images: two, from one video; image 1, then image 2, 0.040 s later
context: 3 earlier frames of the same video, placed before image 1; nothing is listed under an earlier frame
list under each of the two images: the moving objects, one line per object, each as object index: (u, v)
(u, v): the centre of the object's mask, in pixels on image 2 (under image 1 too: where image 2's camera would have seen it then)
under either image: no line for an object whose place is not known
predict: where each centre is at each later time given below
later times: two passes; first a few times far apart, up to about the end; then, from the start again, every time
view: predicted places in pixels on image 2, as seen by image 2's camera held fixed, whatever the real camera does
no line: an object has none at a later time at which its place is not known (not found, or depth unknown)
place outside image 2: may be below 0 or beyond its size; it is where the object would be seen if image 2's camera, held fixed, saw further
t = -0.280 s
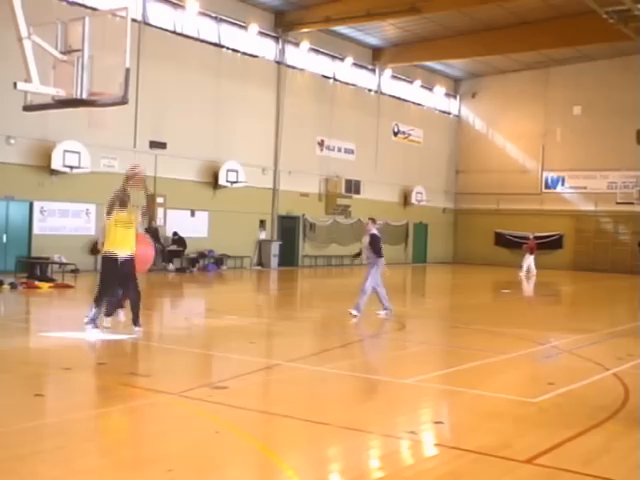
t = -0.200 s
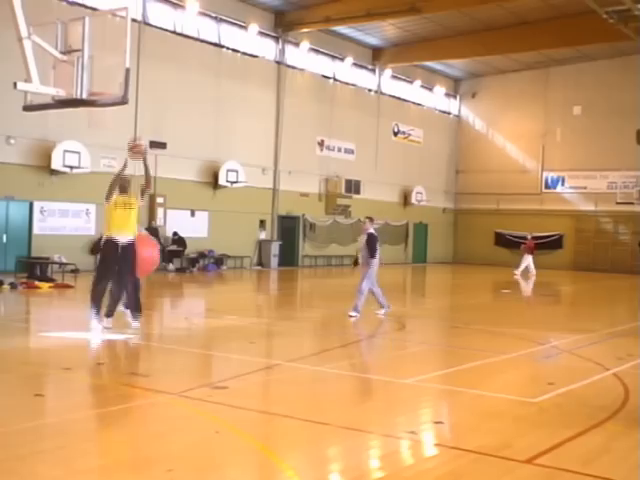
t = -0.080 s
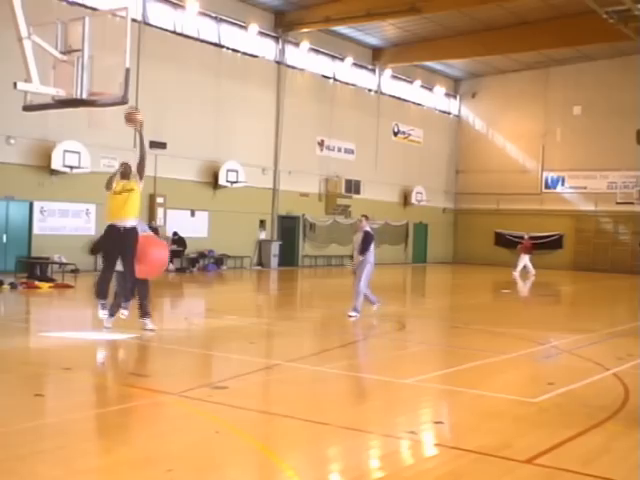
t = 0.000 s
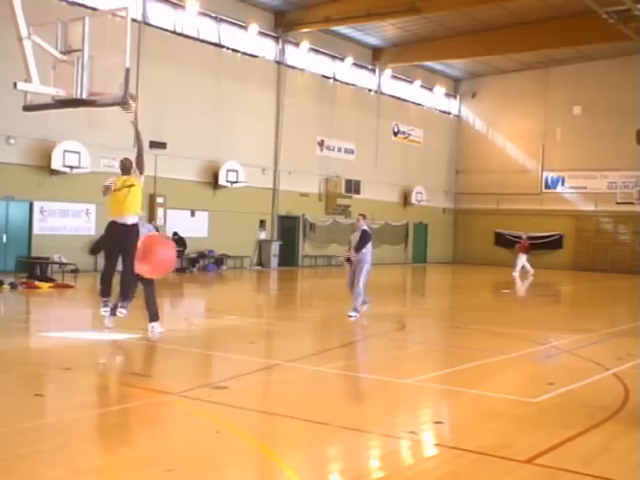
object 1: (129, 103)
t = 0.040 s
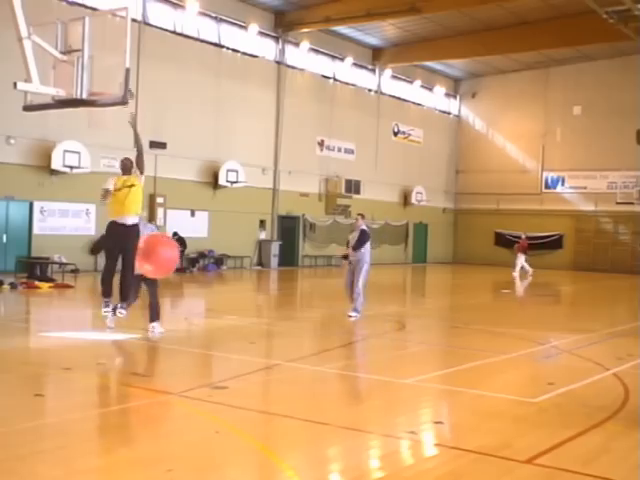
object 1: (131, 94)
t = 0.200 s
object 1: (111, 85)
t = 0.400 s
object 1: (94, 109)
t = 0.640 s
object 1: (90, 126)
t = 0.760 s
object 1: (92, 151)
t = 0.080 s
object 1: (117, 88)
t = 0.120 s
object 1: (115, 86)
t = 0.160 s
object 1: (112, 85)
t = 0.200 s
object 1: (111, 85)
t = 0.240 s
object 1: (109, 84)
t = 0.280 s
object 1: (105, 87)
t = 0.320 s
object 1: (101, 90)
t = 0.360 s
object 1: (99, 92)
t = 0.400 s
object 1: (94, 109)
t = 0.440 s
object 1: (91, 111)
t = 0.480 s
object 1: (89, 114)
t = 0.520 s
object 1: (89, 115)
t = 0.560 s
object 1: (89, 117)
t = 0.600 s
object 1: (89, 121)
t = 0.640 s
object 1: (90, 126)
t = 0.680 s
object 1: (91, 133)
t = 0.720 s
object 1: (91, 141)
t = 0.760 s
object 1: (92, 151)
